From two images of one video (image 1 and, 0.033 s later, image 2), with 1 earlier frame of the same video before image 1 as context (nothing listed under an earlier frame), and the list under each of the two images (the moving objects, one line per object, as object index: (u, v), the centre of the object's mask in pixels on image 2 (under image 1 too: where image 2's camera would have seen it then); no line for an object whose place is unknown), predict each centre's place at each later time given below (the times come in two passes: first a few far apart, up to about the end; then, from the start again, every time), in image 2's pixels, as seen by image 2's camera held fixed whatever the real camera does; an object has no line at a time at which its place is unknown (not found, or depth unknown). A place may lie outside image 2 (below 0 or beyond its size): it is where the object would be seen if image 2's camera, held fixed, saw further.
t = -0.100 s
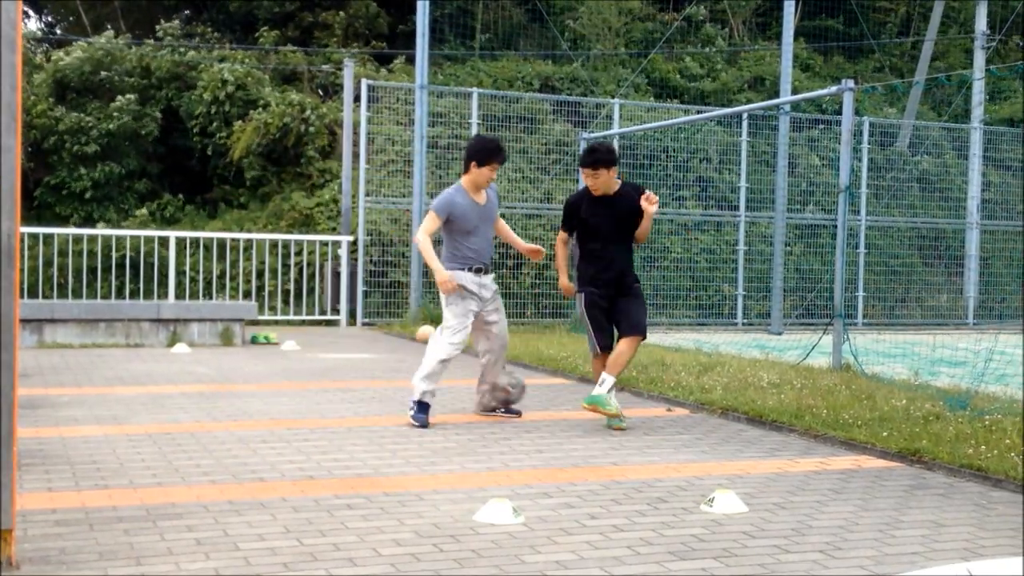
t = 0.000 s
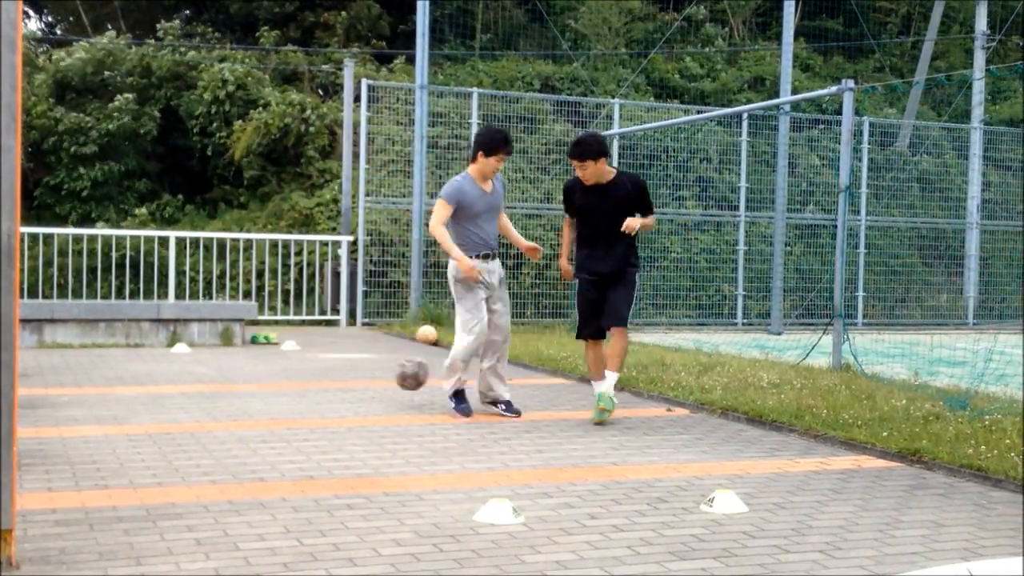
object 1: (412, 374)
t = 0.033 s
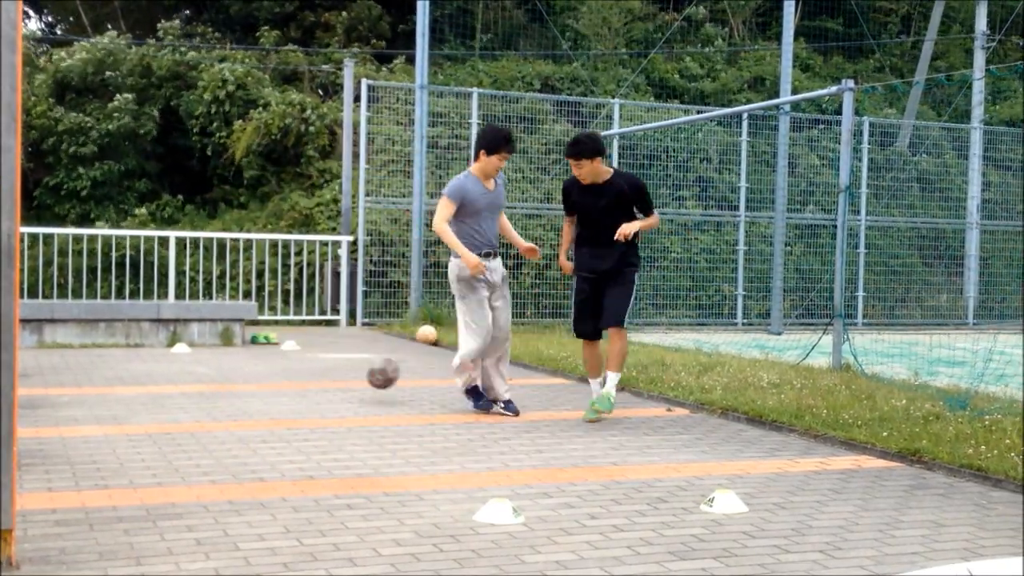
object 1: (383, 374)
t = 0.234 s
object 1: (255, 364)
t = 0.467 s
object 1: (162, 357)
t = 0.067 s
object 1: (355, 374)
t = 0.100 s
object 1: (328, 377)
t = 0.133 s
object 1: (305, 378)
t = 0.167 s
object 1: (288, 371)
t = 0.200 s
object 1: (271, 368)
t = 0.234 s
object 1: (255, 364)
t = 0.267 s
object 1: (240, 363)
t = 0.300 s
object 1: (224, 364)
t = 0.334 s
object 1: (210, 365)
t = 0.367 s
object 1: (197, 361)
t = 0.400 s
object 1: (185, 357)
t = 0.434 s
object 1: (174, 355)
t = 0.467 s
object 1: (162, 357)
